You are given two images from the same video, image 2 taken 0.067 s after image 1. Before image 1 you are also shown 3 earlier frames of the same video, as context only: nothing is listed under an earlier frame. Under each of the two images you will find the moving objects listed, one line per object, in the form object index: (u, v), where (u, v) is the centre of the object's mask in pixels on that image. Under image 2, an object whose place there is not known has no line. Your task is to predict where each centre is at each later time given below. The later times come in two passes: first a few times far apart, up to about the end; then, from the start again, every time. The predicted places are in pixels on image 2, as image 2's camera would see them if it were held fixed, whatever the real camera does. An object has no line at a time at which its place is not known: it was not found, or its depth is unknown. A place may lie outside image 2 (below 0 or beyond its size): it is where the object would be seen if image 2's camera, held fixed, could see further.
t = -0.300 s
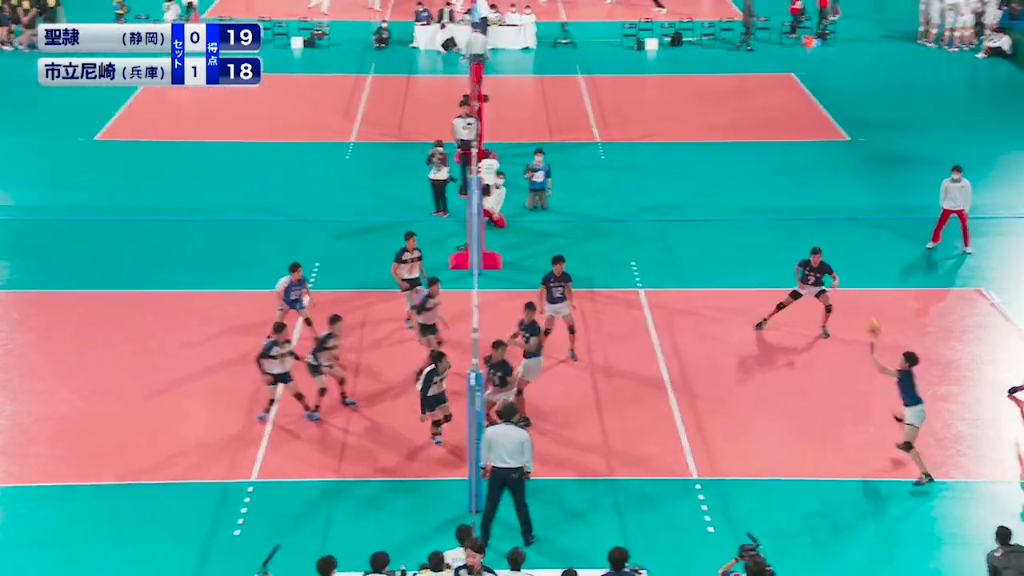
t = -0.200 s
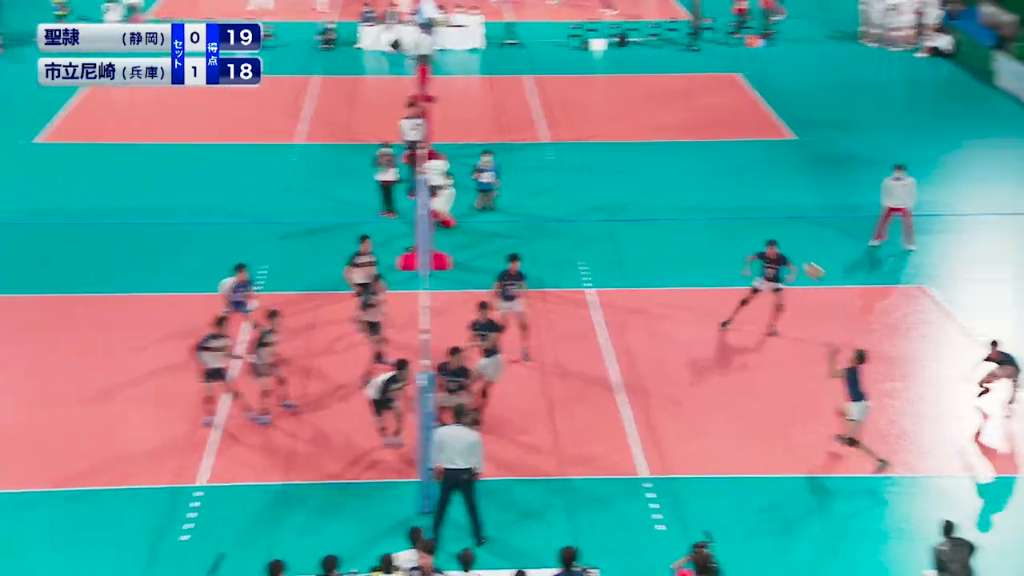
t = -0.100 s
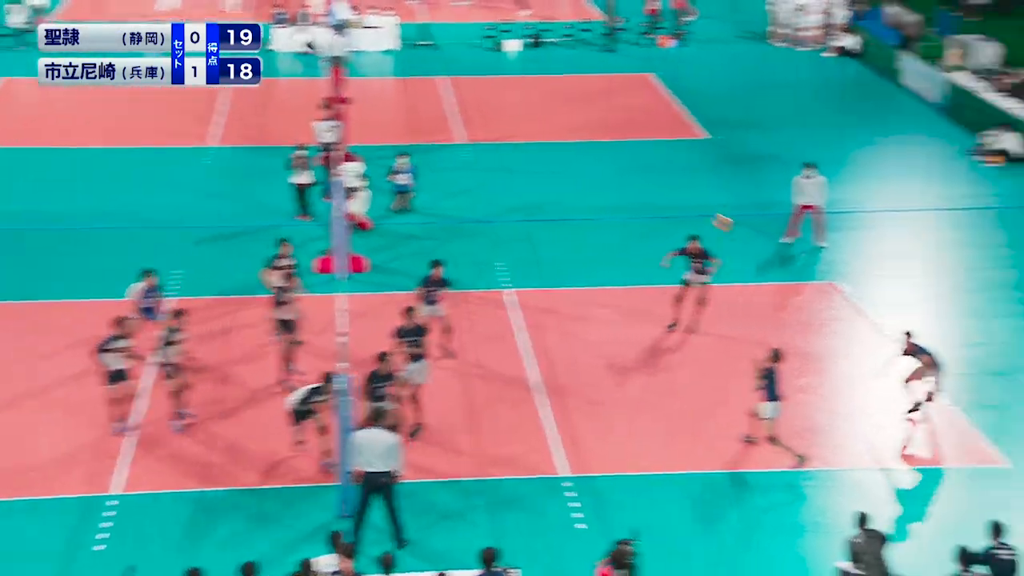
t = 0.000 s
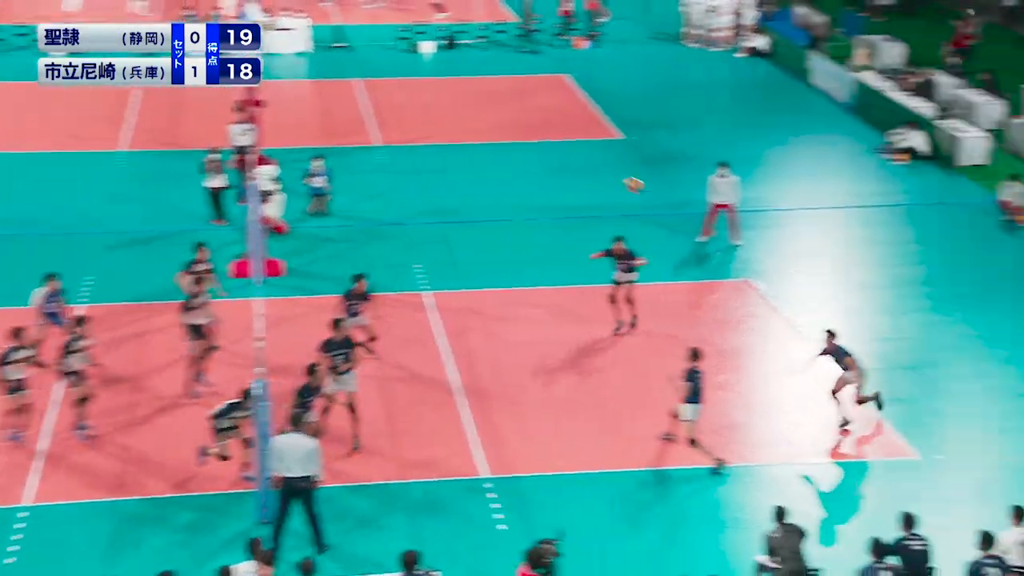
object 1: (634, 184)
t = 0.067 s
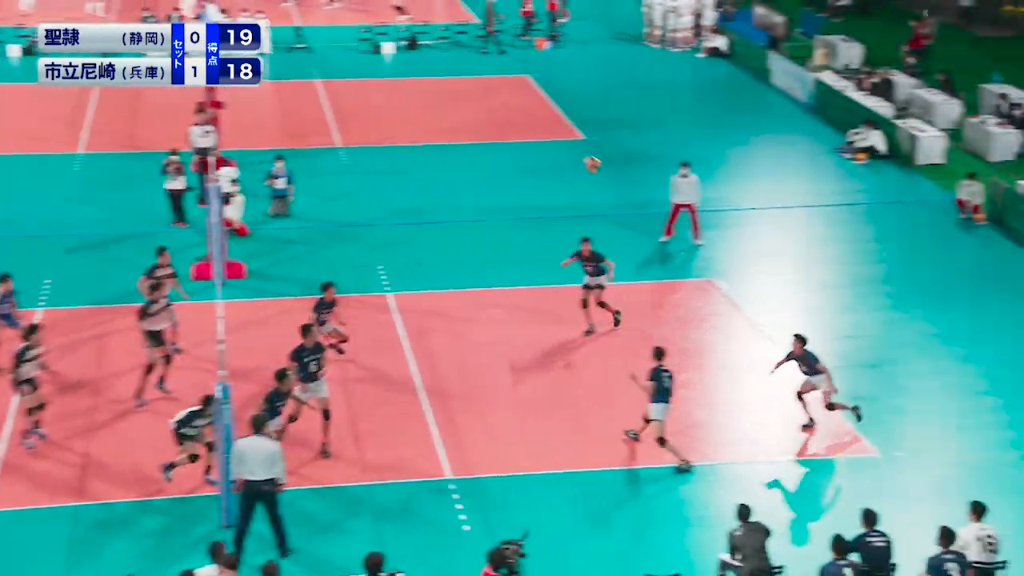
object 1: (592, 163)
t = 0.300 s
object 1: (580, 115)
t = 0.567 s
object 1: (567, 104)
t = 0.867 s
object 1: (553, 144)
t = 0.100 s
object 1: (590, 154)
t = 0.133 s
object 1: (588, 145)
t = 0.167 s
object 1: (587, 138)
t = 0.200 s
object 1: (585, 130)
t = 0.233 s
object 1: (583, 125)
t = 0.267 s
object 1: (582, 119)
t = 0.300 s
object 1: (580, 115)
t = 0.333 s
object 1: (578, 110)
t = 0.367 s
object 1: (576, 107)
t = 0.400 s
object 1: (575, 105)
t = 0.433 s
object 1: (573, 103)
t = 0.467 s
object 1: (572, 102)
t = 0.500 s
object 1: (570, 102)
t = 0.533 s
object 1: (569, 102)
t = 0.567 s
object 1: (567, 104)
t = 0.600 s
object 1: (565, 105)
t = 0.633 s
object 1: (564, 108)
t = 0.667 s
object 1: (563, 111)
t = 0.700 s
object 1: (561, 115)
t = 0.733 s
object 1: (560, 119)
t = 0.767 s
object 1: (557, 124)
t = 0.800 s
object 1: (556, 129)
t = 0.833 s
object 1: (555, 137)
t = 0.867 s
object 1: (553, 144)
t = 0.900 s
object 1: (552, 152)
